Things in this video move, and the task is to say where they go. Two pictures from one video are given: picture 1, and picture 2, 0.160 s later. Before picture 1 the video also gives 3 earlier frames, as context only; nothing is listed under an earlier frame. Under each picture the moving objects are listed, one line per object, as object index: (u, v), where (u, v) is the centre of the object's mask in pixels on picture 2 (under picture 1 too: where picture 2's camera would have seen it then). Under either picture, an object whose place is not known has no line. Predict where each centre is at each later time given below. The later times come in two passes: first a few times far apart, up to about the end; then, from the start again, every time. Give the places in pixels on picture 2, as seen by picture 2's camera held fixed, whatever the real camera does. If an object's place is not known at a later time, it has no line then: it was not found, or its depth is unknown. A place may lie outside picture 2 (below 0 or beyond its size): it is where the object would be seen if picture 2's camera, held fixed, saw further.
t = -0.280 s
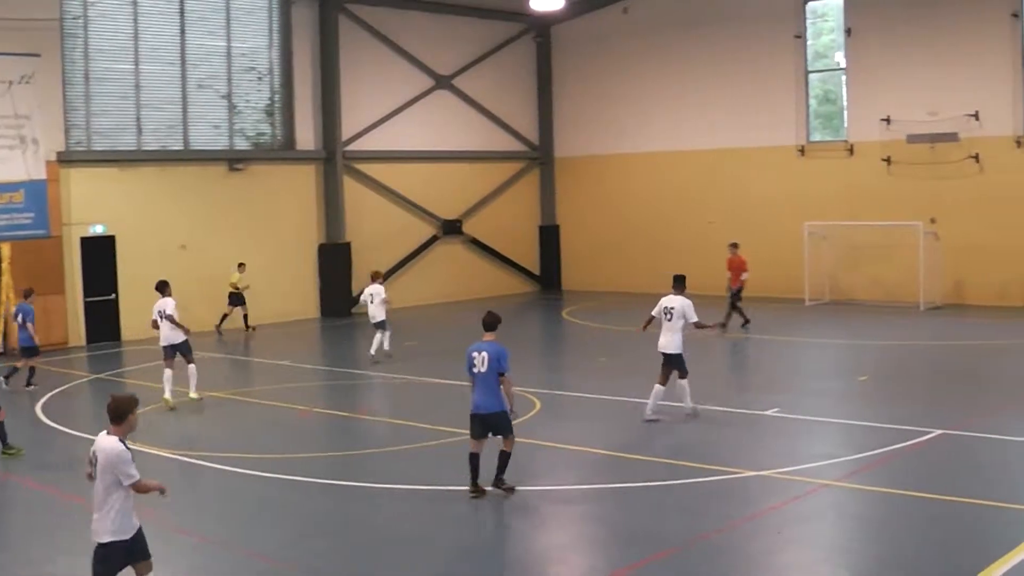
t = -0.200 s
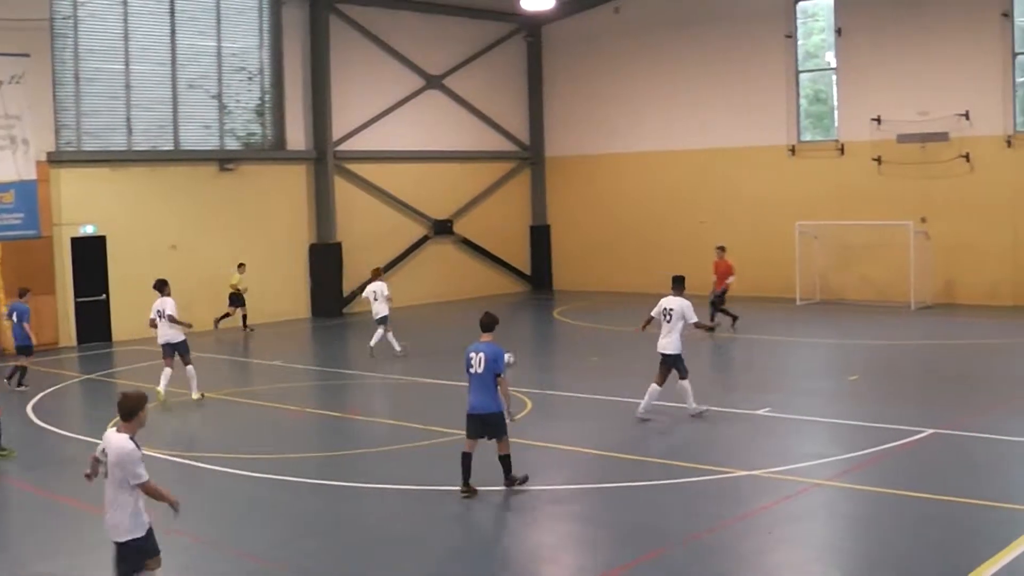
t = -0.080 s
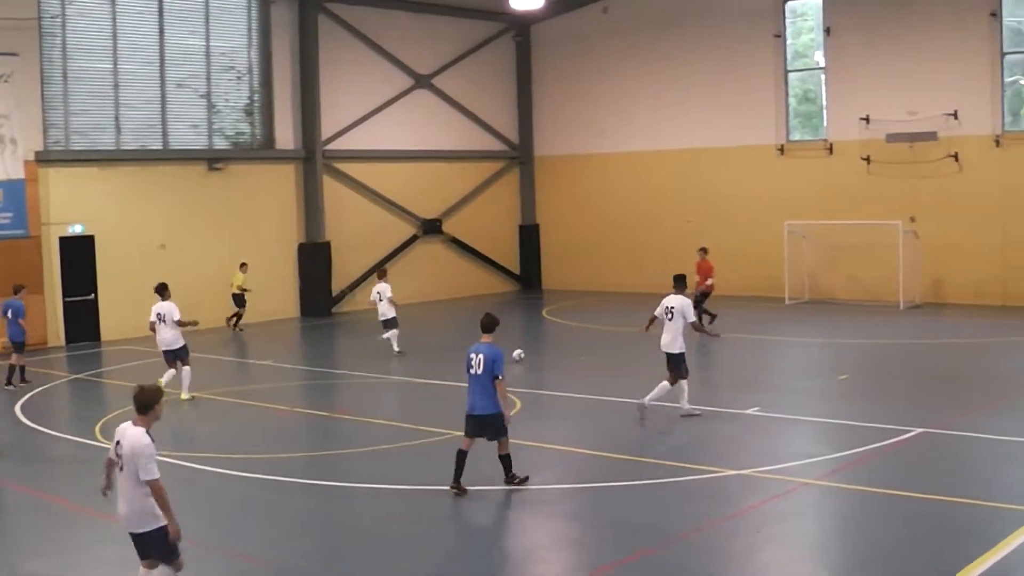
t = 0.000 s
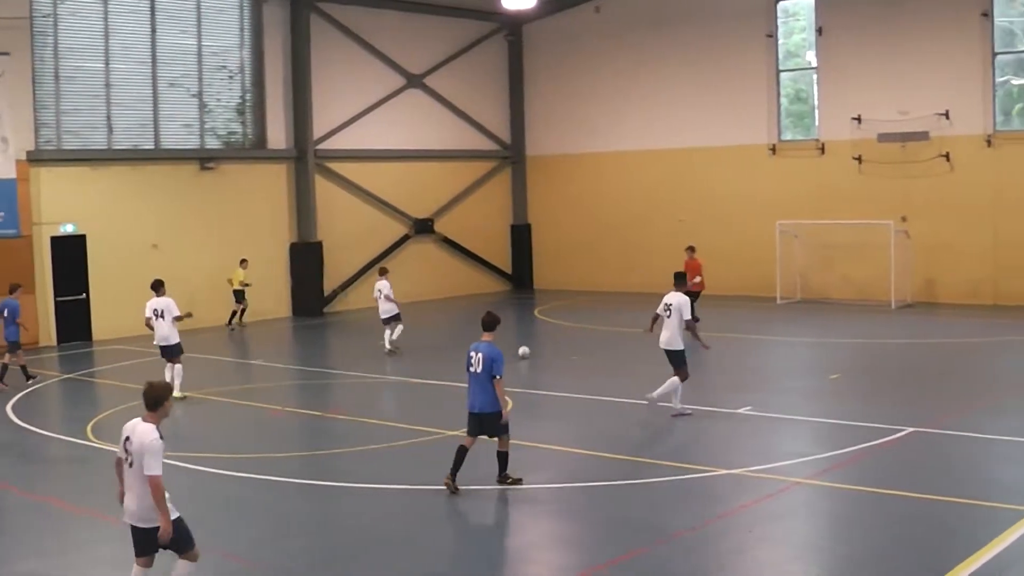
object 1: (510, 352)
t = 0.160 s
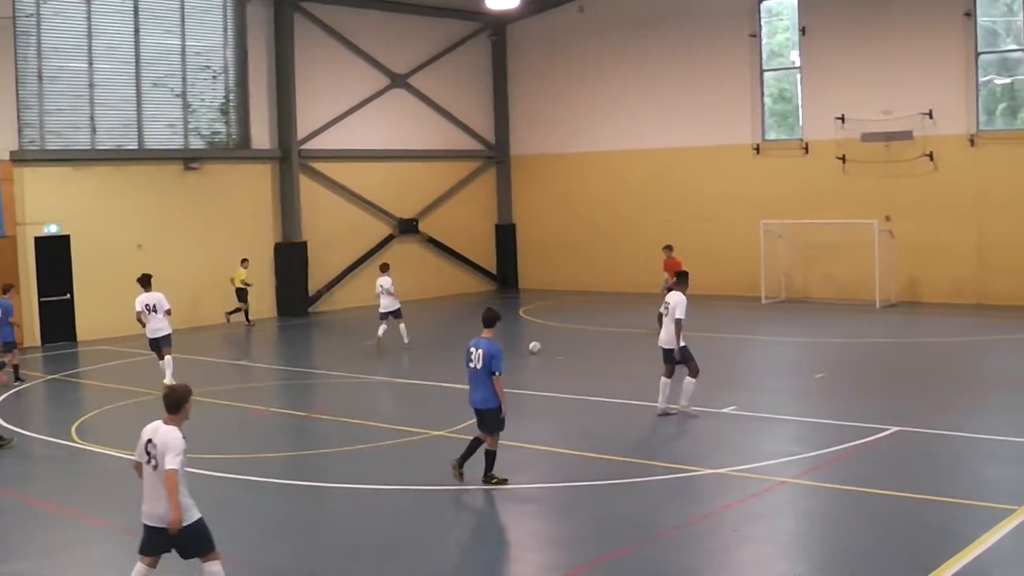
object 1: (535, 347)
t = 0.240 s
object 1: (546, 345)
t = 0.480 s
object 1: (579, 339)
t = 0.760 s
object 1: (616, 332)
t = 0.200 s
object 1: (540, 346)
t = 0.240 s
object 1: (546, 345)
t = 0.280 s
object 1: (552, 344)
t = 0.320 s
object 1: (557, 343)
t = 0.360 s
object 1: (563, 341)
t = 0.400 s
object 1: (568, 341)
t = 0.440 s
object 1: (573, 340)
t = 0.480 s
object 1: (579, 339)
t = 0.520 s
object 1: (585, 337)
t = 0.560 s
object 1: (589, 336)
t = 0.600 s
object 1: (595, 335)
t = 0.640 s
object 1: (600, 334)
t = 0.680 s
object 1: (606, 333)
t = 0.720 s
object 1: (611, 333)
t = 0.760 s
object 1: (616, 332)
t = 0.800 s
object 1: (621, 331)
